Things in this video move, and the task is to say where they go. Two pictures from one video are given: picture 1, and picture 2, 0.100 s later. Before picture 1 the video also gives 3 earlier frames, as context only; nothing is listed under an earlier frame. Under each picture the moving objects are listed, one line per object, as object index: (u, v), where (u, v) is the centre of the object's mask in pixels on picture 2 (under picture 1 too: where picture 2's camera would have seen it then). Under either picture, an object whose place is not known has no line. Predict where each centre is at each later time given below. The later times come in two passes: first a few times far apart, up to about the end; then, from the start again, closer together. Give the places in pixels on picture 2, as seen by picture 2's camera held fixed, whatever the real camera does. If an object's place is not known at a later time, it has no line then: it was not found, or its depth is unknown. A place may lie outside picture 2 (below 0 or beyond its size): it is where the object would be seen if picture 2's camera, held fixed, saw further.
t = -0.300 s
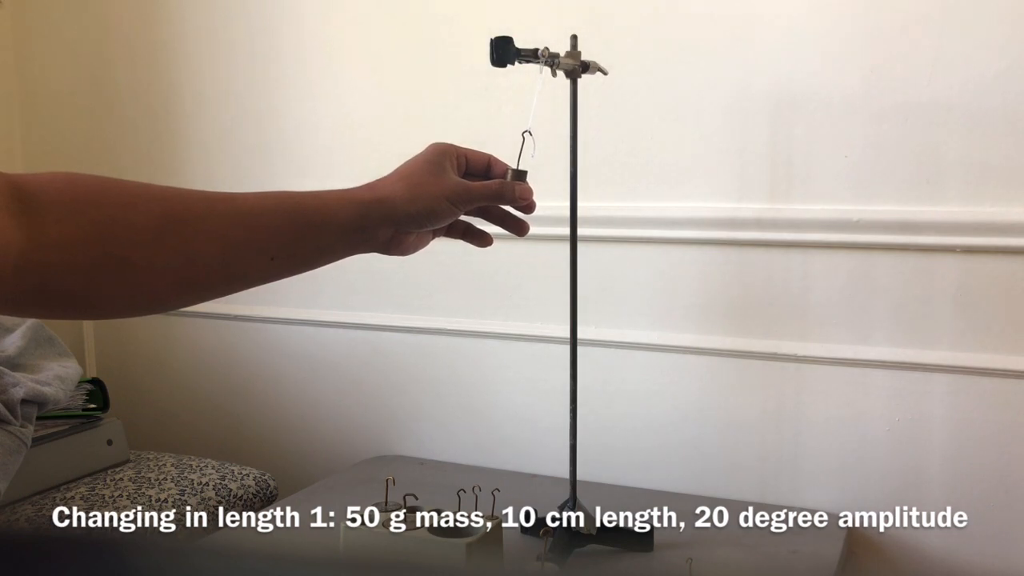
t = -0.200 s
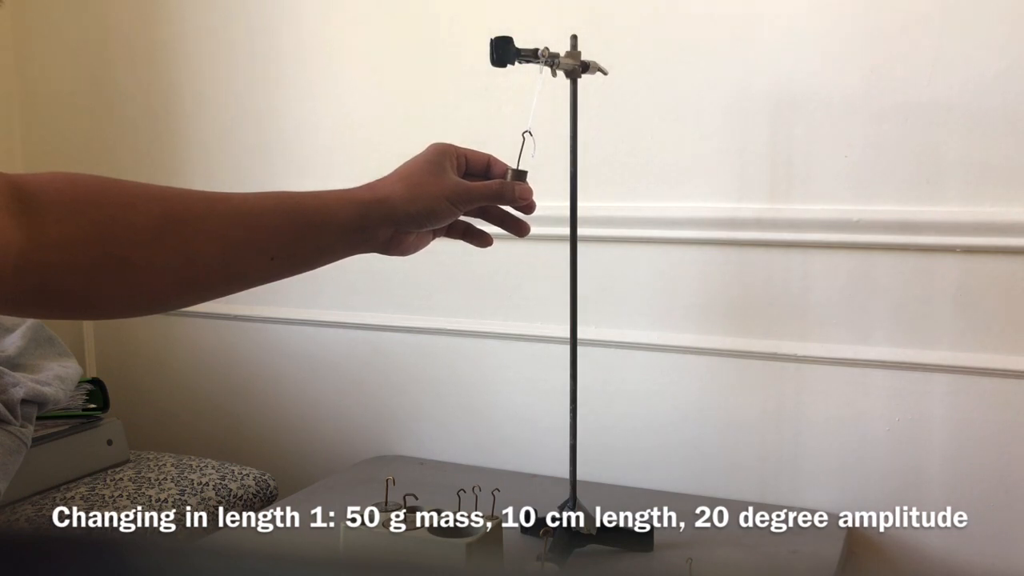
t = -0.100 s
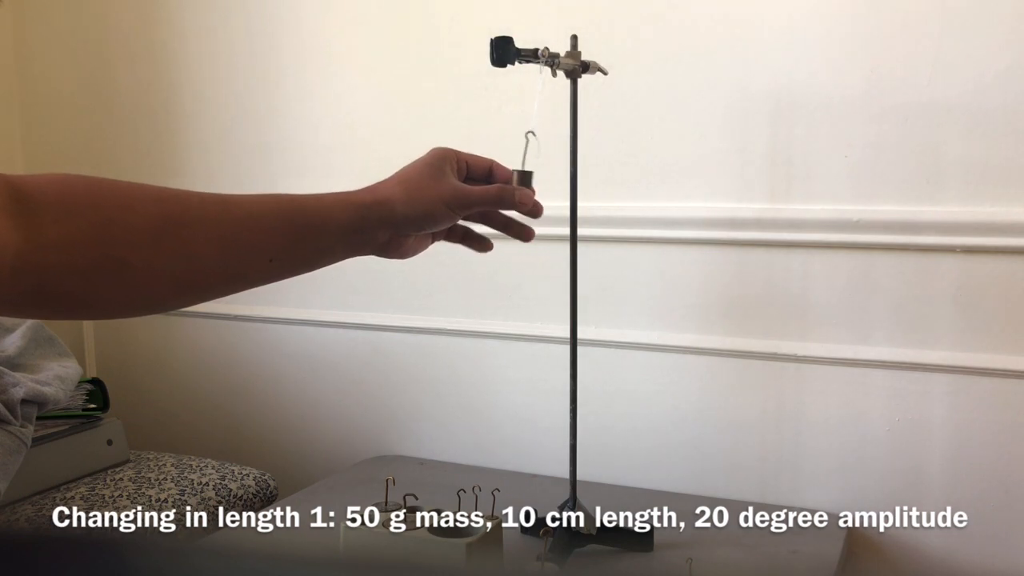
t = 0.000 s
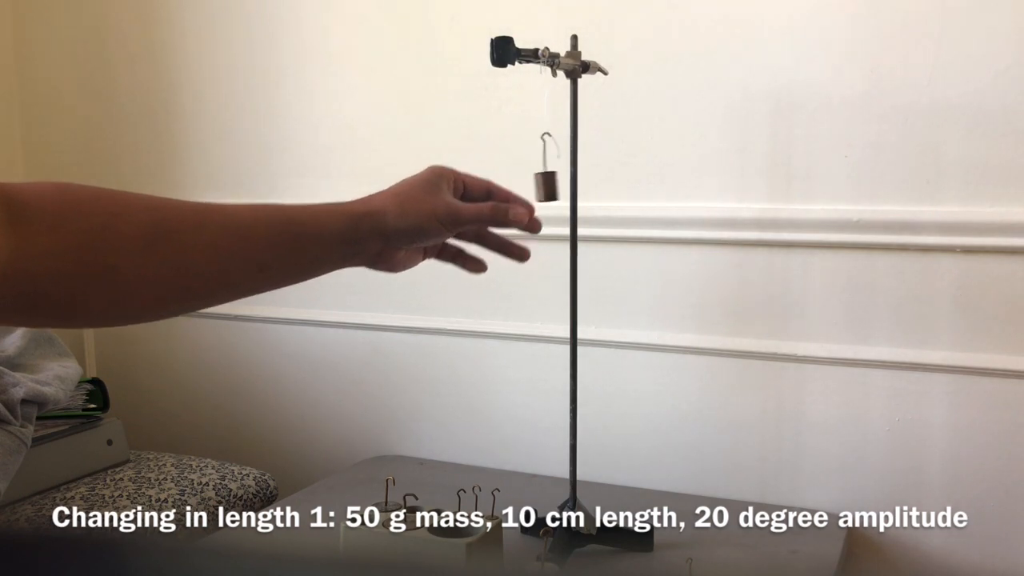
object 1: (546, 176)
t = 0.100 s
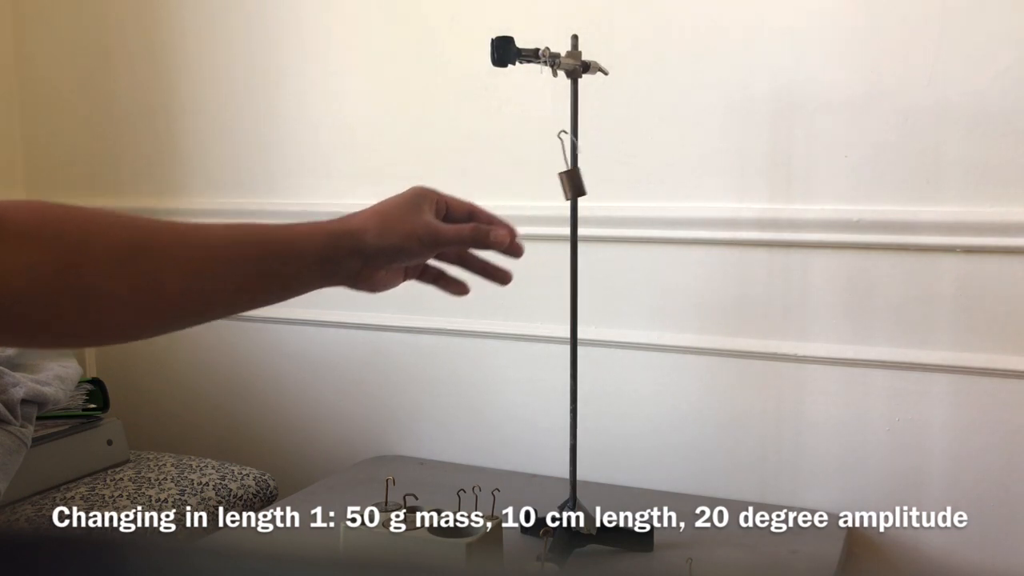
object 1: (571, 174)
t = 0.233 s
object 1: (571, 175)
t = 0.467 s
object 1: (525, 175)
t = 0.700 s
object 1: (553, 176)
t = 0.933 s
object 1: (564, 175)
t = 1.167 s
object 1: (526, 175)
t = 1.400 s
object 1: (559, 175)
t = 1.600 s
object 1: (563, 177)
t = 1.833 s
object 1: (527, 176)
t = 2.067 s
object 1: (558, 177)
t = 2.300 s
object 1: (556, 177)
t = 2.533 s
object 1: (528, 177)
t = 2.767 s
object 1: (563, 177)
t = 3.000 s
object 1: (549, 177)
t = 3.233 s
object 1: (532, 177)
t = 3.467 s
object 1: (567, 176)
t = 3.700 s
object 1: (543, 177)
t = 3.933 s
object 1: (537, 177)
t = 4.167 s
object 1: (567, 175)
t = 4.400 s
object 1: (537, 176)
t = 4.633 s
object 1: (543, 176)
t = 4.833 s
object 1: (567, 175)
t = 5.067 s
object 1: (536, 177)
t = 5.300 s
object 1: (544, 177)
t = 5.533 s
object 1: (565, 176)
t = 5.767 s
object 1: (533, 176)
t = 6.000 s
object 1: (550, 177)
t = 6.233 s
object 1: (560, 177)
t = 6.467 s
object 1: (531, 176)
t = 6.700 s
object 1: (556, 177)
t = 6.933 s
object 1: (555, 177)
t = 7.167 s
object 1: (531, 176)
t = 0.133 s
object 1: (575, 173)
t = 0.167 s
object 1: (576, 173)
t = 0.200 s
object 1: (575, 174)
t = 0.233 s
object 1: (571, 175)
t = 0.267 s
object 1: (564, 176)
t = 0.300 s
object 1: (558, 175)
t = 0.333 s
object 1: (550, 176)
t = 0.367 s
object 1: (542, 175)
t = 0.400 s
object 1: (535, 175)
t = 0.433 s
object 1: (529, 175)
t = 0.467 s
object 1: (525, 175)
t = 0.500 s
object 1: (523, 175)
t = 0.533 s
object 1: (524, 175)
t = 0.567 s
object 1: (527, 176)
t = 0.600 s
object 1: (532, 175)
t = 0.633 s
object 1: (539, 176)
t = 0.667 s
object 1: (546, 175)
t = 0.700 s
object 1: (553, 176)
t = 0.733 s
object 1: (560, 177)
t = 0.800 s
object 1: (570, 175)
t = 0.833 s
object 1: (572, 174)
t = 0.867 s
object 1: (571, 175)
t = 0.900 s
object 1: (568, 175)
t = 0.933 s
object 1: (564, 175)
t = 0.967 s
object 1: (557, 175)
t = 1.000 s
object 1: (551, 176)
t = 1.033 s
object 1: (544, 176)
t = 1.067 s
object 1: (537, 176)
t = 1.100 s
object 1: (532, 175)
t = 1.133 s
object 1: (528, 176)
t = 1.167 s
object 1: (526, 175)
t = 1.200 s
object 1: (526, 175)
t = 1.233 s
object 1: (529, 176)
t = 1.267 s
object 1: (533, 176)
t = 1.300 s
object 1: (539, 176)
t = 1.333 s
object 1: (546, 176)
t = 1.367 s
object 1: (553, 176)
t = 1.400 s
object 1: (559, 175)
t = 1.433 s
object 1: (565, 175)
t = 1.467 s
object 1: (568, 175)
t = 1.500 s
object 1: (570, 175)
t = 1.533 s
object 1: (569, 175)
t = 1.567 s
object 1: (567, 175)
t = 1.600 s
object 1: (563, 177)
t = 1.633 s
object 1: (557, 176)
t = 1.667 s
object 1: (550, 176)
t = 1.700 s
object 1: (544, 177)
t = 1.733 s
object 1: (538, 176)
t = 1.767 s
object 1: (532, 176)
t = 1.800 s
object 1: (529, 176)
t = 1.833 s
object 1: (527, 176)
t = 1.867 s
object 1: (528, 176)
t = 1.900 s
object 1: (530, 176)
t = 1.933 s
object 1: (534, 176)
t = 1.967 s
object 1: (540, 176)
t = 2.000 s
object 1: (546, 177)
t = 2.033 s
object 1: (552, 177)
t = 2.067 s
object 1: (558, 177)
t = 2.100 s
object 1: (564, 177)
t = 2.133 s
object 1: (567, 176)
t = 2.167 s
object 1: (569, 175)
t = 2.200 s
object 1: (568, 176)
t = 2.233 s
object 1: (566, 177)
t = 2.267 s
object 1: (561, 177)
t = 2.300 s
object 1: (556, 177)
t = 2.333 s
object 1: (549, 177)
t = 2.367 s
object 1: (543, 178)
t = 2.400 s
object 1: (537, 178)
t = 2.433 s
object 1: (532, 177)
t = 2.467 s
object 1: (529, 177)
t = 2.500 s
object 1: (527, 177)
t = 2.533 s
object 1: (528, 177)
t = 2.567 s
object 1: (530, 177)
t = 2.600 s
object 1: (535, 177)
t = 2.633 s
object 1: (540, 178)
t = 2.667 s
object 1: (546, 178)
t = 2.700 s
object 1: (553, 177)
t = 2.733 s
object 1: (558, 177)
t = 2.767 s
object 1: (563, 177)
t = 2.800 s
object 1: (567, 177)
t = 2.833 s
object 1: (568, 177)
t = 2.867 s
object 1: (567, 176)
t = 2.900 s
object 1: (565, 177)
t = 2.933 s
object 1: (560, 177)
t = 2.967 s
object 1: (555, 177)
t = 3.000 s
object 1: (549, 177)
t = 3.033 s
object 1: (543, 177)
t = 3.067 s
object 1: (537, 177)
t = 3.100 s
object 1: (532, 177)
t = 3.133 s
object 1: (530, 177)
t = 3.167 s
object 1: (528, 177)
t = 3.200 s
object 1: (529, 176)
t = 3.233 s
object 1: (532, 177)
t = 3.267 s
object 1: (536, 177)
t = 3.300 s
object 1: (541, 177)
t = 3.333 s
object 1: (547, 177)
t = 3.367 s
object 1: (553, 177)
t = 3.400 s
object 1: (559, 177)
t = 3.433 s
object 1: (563, 177)
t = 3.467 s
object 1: (567, 176)
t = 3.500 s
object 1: (567, 175)
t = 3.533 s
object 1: (567, 175)
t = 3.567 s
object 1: (564, 177)
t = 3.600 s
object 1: (560, 176)
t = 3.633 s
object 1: (554, 177)
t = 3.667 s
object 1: (549, 177)
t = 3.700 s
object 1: (543, 177)
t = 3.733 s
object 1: (537, 177)
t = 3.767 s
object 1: (533, 177)
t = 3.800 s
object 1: (530, 177)
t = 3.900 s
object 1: (533, 177)
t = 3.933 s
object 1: (537, 177)
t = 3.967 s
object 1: (542, 177)
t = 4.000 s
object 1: (548, 177)
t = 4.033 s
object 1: (554, 177)
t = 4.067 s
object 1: (559, 176)
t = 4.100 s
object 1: (564, 176)
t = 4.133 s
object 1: (566, 175)
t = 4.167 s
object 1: (567, 175)
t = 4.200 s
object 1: (566, 175)
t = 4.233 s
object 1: (564, 176)
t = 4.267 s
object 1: (559, 176)
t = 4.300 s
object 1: (554, 176)
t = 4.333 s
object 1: (548, 177)
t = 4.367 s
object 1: (542, 177)
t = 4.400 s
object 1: (537, 176)
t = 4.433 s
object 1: (533, 177)
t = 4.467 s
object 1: (530, 176)
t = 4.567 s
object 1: (533, 177)
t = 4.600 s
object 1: (538, 176)
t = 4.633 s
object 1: (543, 176)
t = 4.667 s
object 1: (549, 176)
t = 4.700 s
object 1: (555, 176)
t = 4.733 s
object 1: (560, 176)
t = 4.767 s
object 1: (564, 176)
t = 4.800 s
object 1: (566, 175)
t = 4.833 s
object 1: (567, 175)
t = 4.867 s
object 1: (566, 175)
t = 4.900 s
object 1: (563, 176)
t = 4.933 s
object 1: (558, 176)
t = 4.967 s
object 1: (553, 176)
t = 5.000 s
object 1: (547, 177)
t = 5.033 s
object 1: (542, 176)
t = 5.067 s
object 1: (536, 177)
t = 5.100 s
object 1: (533, 176)
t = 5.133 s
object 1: (530, 176)
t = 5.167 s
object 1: (530, 176)
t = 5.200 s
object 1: (531, 176)
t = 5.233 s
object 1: (534, 177)
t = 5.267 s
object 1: (539, 177)
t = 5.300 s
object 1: (544, 177)
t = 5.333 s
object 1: (550, 177)
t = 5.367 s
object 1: (555, 177)
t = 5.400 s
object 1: (559, 177)
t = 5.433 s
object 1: (563, 176)
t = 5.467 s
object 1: (566, 176)
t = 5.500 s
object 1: (566, 176)
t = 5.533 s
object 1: (565, 176)
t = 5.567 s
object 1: (562, 176)
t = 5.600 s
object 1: (557, 176)
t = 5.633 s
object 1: (552, 177)
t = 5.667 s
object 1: (546, 176)
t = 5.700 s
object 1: (541, 177)
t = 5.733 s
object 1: (536, 177)
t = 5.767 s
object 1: (533, 176)
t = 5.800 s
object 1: (531, 176)
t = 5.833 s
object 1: (530, 176)
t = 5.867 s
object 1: (532, 176)
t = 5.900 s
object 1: (535, 177)
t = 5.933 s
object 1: (540, 177)
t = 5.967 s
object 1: (545, 177)
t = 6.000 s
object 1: (550, 177)
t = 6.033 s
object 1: (556, 177)
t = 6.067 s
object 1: (560, 177)
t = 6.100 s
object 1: (564, 177)
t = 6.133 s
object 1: (566, 177)
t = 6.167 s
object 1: (566, 176)
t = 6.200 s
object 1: (564, 177)
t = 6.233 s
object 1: (560, 177)
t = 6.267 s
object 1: (556, 177)
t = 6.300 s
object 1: (551, 177)
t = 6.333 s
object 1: (545, 177)
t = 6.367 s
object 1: (540, 177)
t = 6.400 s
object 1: (536, 177)
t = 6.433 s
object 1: (533, 176)
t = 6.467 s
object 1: (531, 176)
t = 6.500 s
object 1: (531, 176)
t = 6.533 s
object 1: (533, 176)
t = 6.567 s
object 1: (536, 176)
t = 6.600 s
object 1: (540, 177)
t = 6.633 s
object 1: (546, 177)
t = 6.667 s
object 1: (551, 177)
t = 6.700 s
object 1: (556, 177)
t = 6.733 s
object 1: (561, 176)
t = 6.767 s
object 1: (564, 176)
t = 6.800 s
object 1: (565, 176)
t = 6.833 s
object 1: (565, 176)
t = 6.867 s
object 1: (564, 177)
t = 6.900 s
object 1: (560, 176)
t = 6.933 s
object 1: (555, 177)
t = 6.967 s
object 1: (550, 177)
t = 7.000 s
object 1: (545, 177)
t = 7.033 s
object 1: (540, 177)
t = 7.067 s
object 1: (536, 177)
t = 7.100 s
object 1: (532, 176)
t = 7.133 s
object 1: (531, 176)
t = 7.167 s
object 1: (531, 176)
